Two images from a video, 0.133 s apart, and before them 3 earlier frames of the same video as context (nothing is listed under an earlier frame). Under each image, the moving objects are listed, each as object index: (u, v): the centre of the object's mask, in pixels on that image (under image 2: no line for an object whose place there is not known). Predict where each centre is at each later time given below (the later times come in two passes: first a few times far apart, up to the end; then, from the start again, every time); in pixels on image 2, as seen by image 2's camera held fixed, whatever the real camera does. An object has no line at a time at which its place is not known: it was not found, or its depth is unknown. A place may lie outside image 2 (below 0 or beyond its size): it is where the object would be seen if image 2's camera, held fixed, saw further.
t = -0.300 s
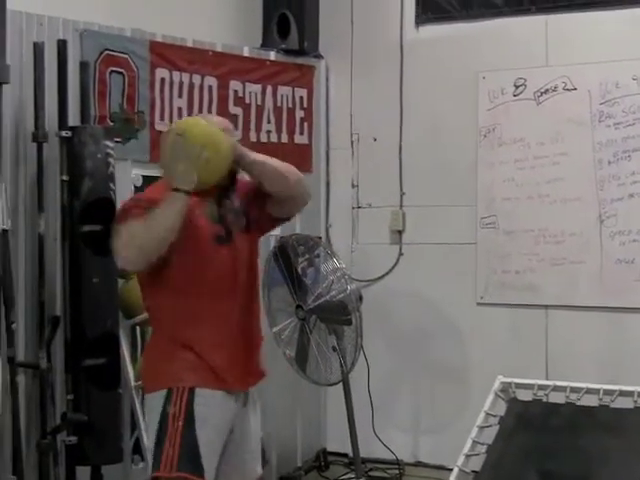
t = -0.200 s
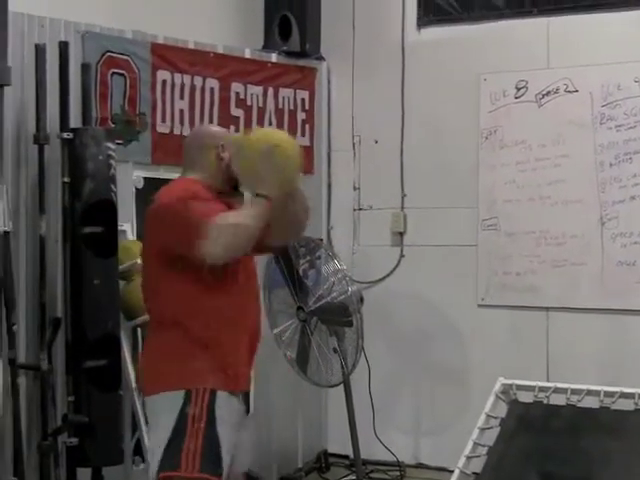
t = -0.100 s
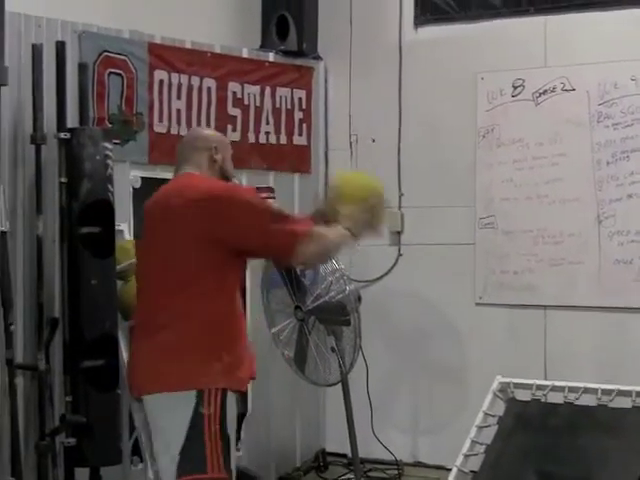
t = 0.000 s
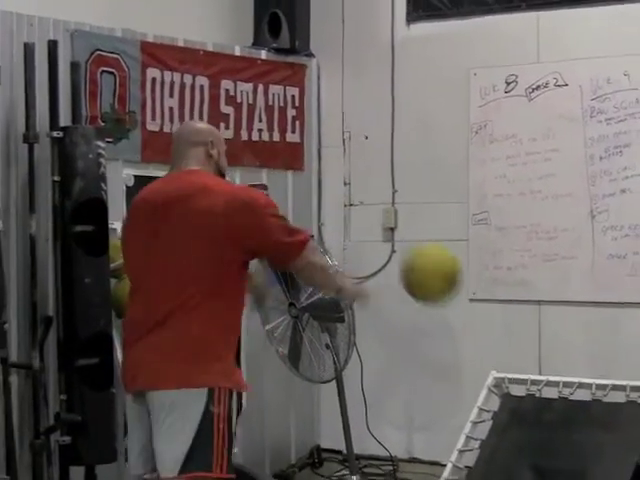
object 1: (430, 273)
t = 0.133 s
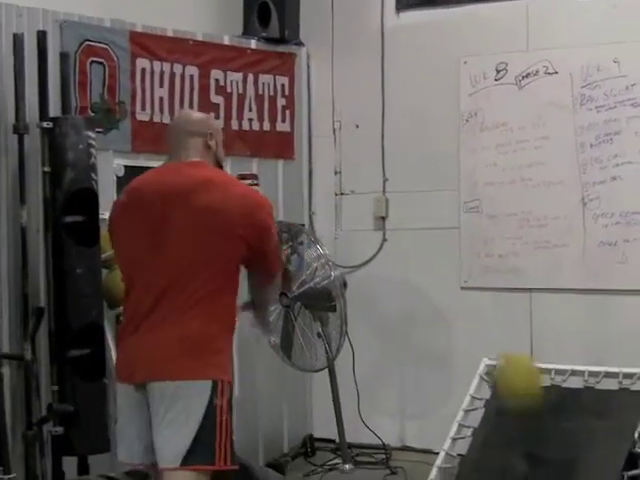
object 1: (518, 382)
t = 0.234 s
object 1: (565, 464)
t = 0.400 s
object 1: (466, 342)
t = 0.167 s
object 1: (536, 415)
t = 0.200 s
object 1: (556, 449)
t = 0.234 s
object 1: (565, 464)
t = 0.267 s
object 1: (550, 441)
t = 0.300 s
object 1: (531, 414)
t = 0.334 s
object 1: (510, 389)
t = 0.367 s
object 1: (487, 364)
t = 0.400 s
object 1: (466, 342)
